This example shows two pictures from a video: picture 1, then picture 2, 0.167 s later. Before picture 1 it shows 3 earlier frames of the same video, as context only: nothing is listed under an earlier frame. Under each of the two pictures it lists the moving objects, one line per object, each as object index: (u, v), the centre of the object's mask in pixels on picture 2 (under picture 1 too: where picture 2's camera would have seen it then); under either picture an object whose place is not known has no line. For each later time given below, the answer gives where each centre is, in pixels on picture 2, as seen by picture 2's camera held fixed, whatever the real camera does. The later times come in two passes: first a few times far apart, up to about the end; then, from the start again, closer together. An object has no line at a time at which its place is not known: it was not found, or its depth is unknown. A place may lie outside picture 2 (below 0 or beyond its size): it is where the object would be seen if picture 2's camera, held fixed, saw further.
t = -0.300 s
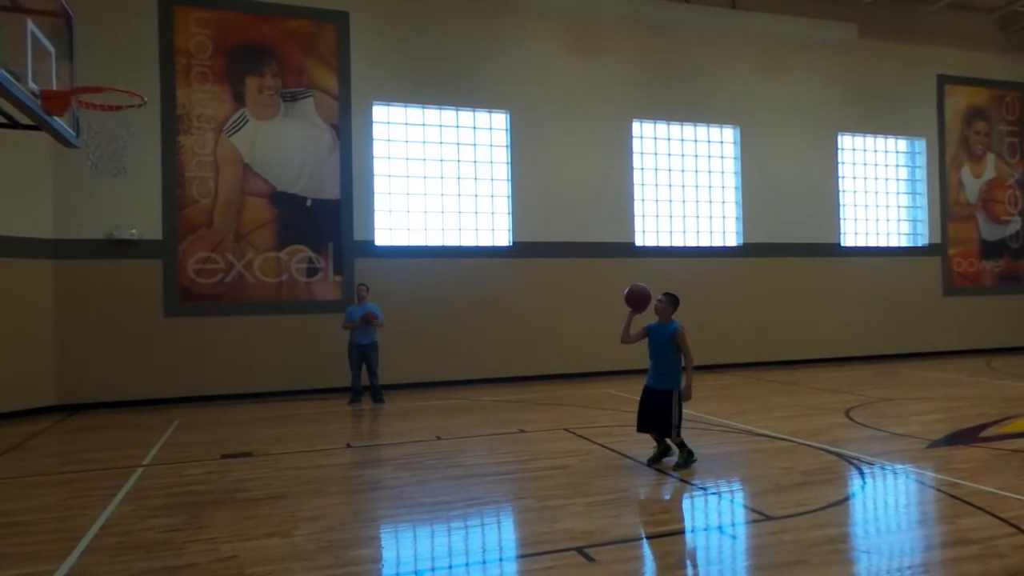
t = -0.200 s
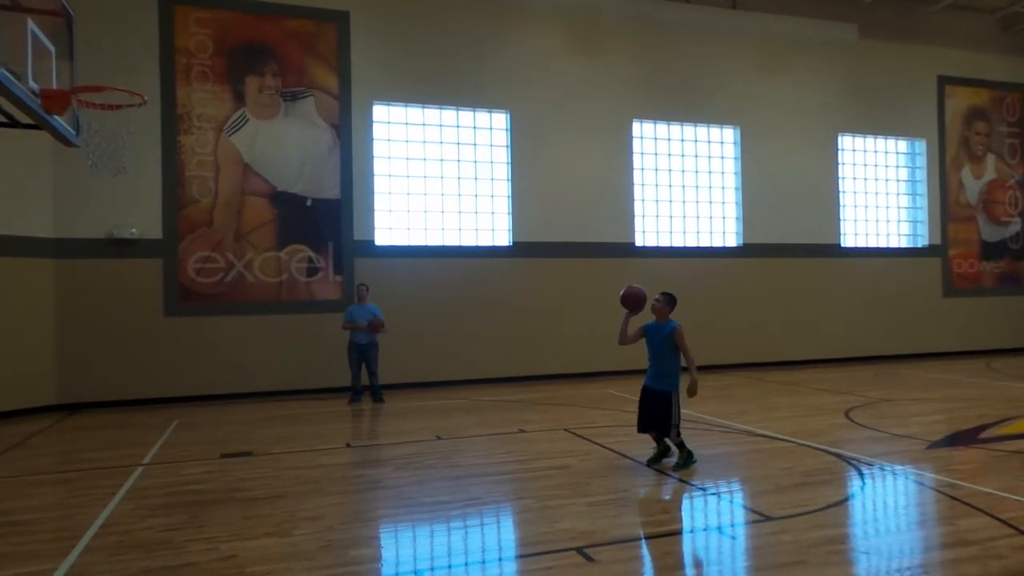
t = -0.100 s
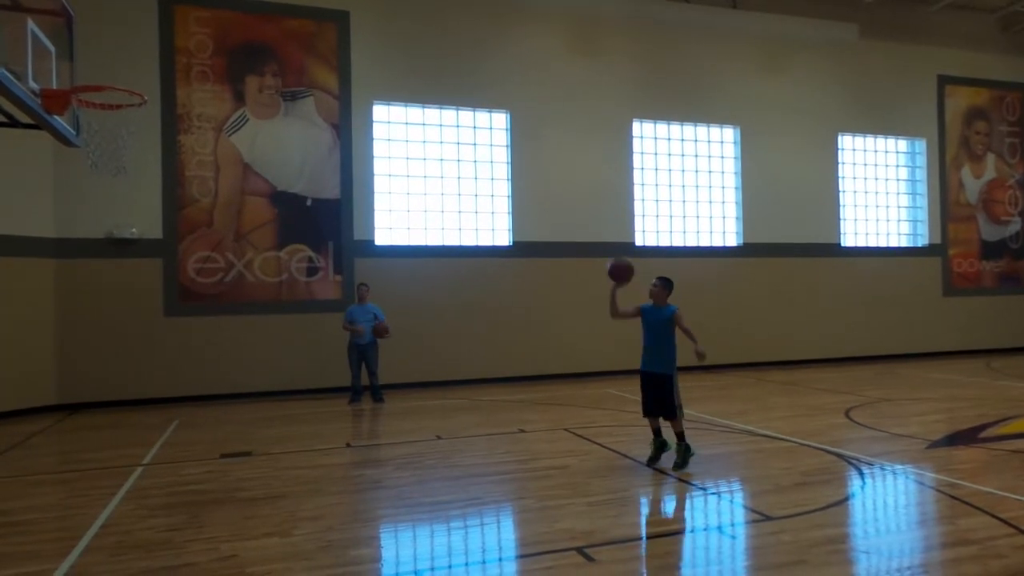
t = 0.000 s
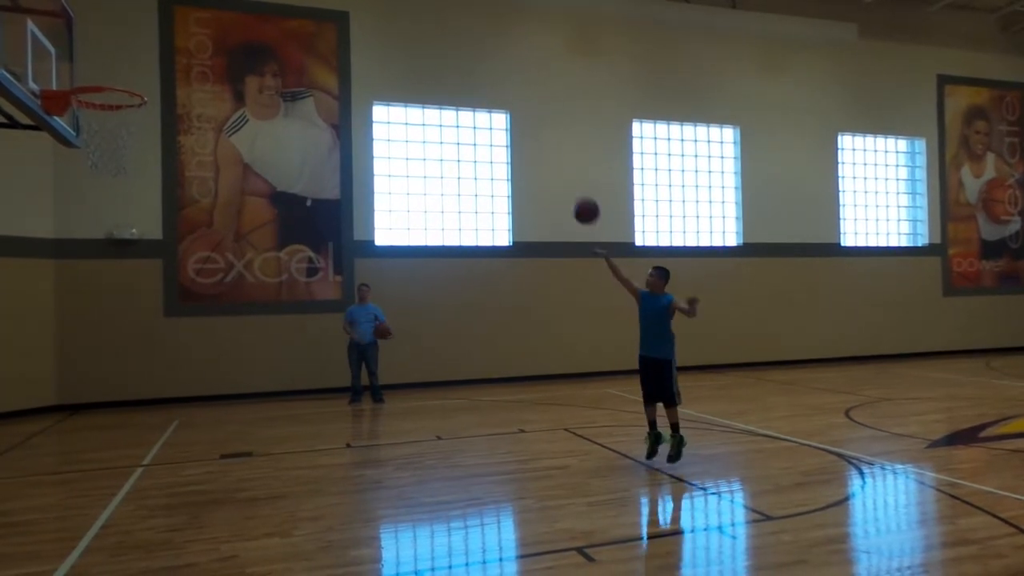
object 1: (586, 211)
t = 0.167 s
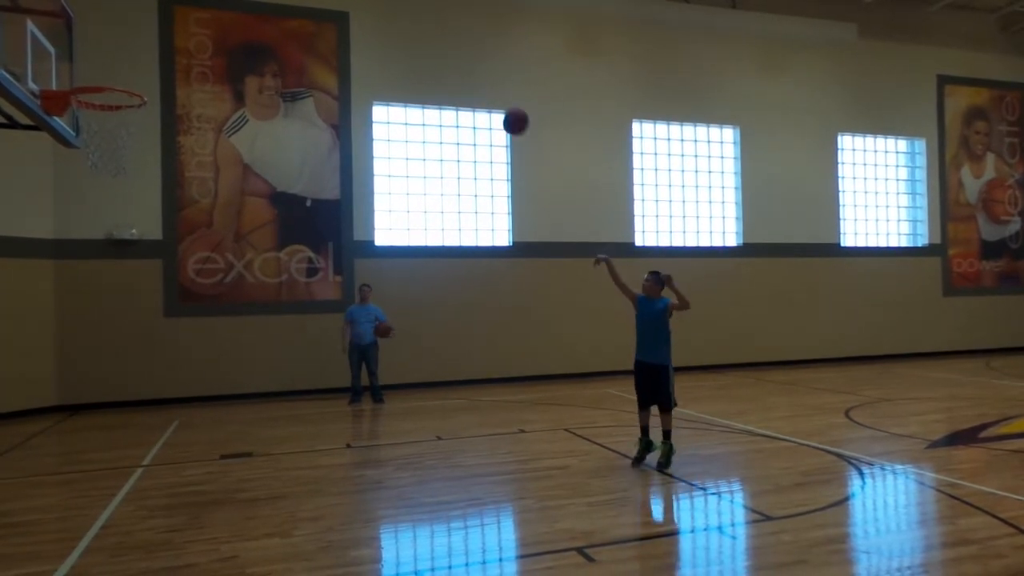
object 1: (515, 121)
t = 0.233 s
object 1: (485, 92)
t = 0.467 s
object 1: (375, 26)
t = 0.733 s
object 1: (238, 25)
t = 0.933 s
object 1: (129, 80)
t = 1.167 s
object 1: (113, 74)
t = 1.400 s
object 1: (166, 104)
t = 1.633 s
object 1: (214, 192)
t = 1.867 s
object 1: (259, 333)
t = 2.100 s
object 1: (291, 423)
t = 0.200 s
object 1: (500, 106)
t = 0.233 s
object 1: (485, 92)
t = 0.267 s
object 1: (470, 79)
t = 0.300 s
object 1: (454, 68)
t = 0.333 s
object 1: (439, 58)
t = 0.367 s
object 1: (424, 48)
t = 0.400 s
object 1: (407, 40)
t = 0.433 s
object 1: (391, 33)
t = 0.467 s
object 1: (375, 26)
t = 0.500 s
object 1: (360, 21)
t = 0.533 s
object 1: (343, 17)
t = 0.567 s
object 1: (326, 15)
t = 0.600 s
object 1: (309, 15)
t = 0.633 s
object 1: (293, 15)
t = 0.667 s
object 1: (275, 18)
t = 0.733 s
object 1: (238, 25)
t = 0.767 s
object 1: (220, 33)
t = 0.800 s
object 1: (202, 41)
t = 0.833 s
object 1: (183, 50)
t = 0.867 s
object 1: (164, 61)
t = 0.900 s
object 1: (145, 74)
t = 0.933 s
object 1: (129, 80)
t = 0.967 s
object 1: (116, 80)
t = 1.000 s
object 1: (103, 81)
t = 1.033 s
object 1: (92, 85)
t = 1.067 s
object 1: (89, 85)
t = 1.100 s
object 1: (96, 76)
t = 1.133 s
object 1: (105, 75)
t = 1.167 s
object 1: (113, 74)
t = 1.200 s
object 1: (121, 75)
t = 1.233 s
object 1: (129, 76)
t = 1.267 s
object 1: (137, 78)
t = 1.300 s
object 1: (144, 83)
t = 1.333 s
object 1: (153, 88)
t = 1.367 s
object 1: (159, 95)
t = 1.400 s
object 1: (166, 104)
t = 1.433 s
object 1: (173, 115)
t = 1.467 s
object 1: (180, 124)
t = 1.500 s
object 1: (188, 136)
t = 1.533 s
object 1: (194, 147)
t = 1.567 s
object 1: (201, 162)
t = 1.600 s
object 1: (208, 176)
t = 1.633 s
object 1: (214, 192)
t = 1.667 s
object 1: (221, 210)
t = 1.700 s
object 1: (228, 229)
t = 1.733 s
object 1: (235, 247)
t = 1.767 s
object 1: (241, 268)
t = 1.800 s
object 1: (247, 288)
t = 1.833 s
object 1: (253, 312)
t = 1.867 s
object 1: (259, 333)
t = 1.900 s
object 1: (265, 357)
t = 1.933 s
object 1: (271, 382)
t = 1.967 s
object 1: (277, 406)
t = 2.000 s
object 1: (283, 432)
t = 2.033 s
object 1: (289, 459)
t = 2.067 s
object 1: (290, 442)
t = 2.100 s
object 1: (291, 423)
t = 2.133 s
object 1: (293, 405)
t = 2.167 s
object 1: (294, 387)
